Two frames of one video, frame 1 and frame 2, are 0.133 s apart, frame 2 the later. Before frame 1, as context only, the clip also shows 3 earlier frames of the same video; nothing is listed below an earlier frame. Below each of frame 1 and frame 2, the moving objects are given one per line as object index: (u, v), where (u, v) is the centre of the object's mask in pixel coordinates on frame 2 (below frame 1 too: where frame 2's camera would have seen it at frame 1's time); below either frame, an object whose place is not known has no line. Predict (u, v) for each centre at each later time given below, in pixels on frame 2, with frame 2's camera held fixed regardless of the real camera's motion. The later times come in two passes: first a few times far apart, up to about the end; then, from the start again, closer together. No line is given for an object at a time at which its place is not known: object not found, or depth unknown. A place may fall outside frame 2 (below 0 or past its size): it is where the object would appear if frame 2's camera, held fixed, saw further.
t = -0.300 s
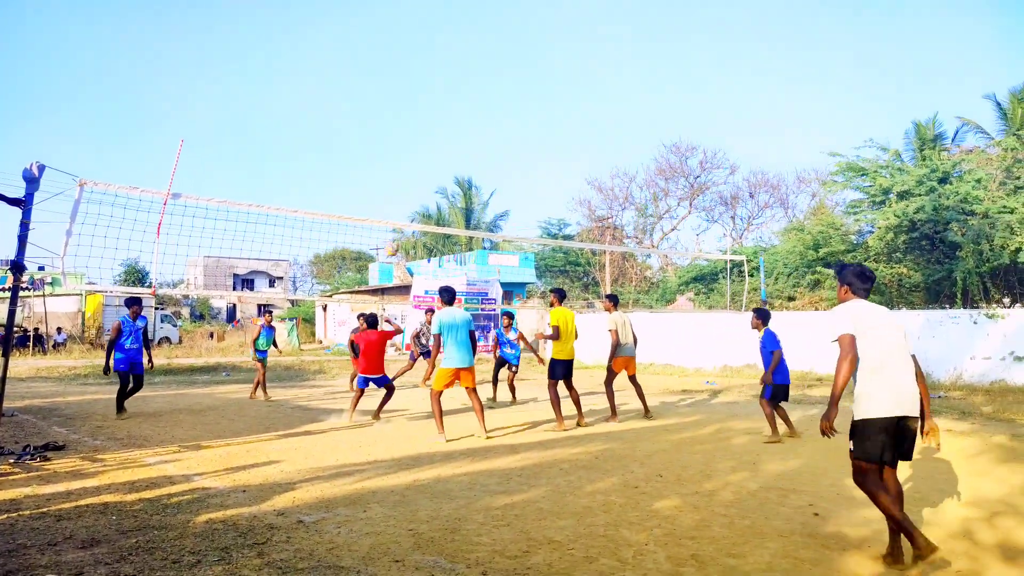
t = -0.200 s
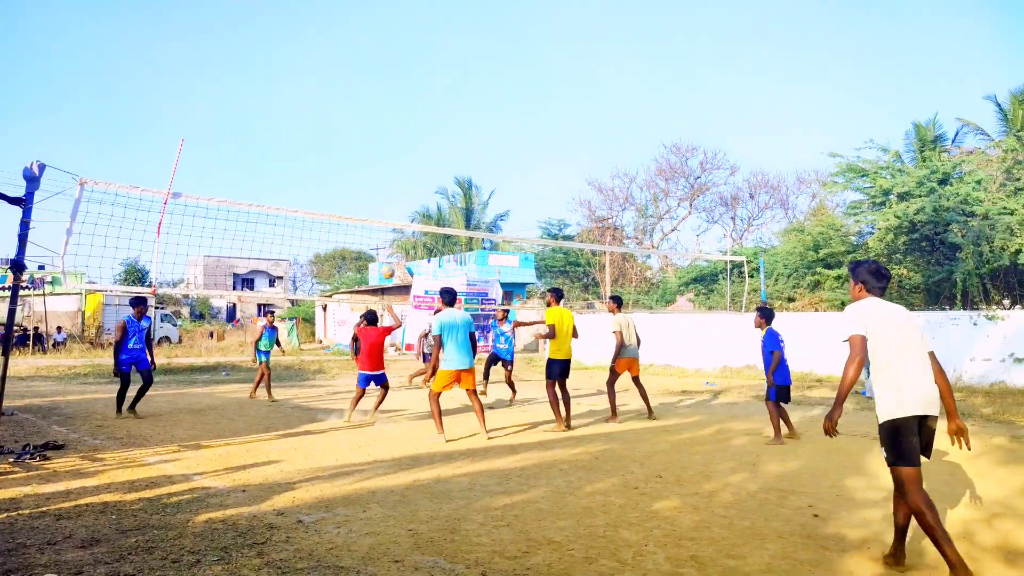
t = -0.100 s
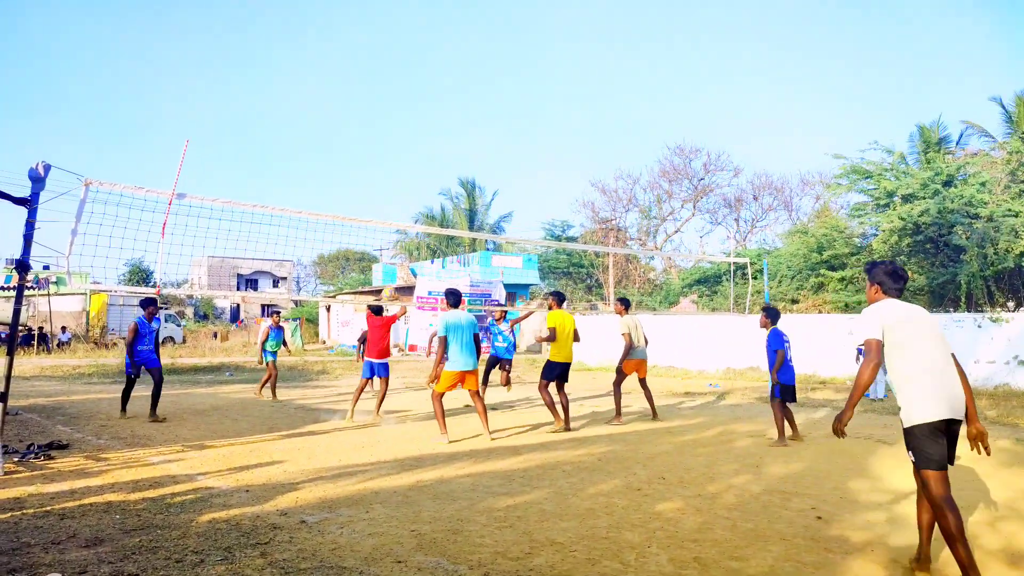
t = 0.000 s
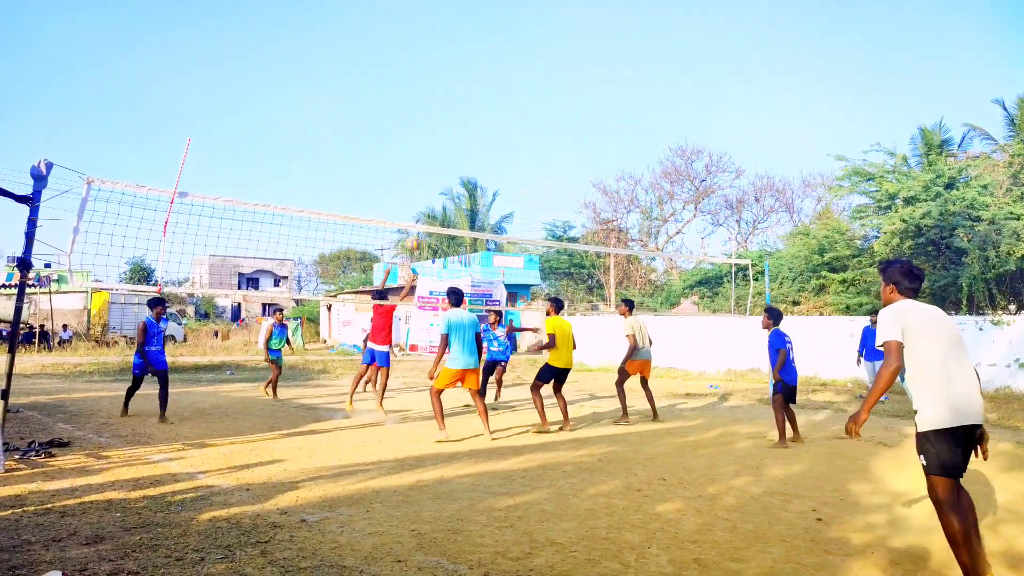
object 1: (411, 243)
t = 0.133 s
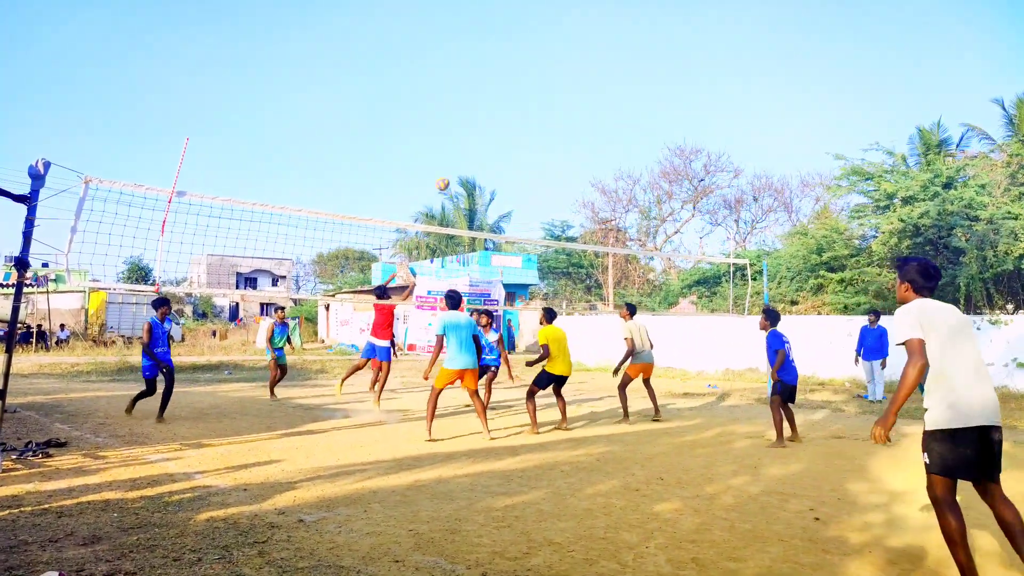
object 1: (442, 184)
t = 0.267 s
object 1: (470, 139)
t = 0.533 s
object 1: (518, 88)
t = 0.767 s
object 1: (555, 83)
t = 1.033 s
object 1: (592, 115)
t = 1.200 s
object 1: (613, 155)
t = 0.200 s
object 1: (456, 160)
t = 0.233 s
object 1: (463, 149)
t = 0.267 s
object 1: (470, 139)
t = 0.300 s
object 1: (477, 130)
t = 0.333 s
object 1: (483, 122)
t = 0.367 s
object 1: (490, 114)
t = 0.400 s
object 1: (495, 107)
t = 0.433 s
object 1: (501, 102)
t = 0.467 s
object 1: (507, 97)
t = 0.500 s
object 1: (512, 92)
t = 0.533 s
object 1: (518, 88)
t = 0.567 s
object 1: (523, 85)
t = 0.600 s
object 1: (528, 83)
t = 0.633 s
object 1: (534, 82)
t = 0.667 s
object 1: (539, 81)
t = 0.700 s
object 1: (544, 81)
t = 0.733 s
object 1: (549, 82)
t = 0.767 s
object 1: (555, 83)
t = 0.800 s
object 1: (559, 85)
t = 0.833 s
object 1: (564, 88)
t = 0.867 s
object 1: (569, 91)
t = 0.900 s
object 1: (574, 95)
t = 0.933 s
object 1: (578, 99)
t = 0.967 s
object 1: (583, 104)
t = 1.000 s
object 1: (588, 109)
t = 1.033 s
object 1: (592, 115)
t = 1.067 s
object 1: (596, 122)
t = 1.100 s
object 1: (600, 129)
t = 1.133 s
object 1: (604, 137)
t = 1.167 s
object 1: (609, 145)
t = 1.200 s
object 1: (613, 155)
